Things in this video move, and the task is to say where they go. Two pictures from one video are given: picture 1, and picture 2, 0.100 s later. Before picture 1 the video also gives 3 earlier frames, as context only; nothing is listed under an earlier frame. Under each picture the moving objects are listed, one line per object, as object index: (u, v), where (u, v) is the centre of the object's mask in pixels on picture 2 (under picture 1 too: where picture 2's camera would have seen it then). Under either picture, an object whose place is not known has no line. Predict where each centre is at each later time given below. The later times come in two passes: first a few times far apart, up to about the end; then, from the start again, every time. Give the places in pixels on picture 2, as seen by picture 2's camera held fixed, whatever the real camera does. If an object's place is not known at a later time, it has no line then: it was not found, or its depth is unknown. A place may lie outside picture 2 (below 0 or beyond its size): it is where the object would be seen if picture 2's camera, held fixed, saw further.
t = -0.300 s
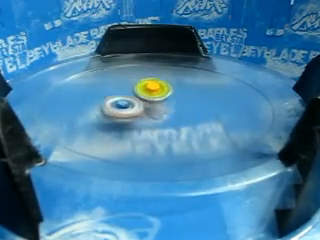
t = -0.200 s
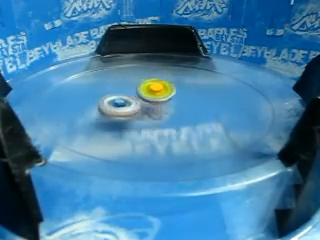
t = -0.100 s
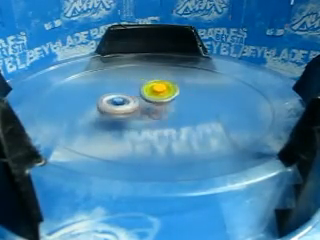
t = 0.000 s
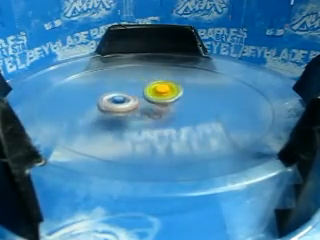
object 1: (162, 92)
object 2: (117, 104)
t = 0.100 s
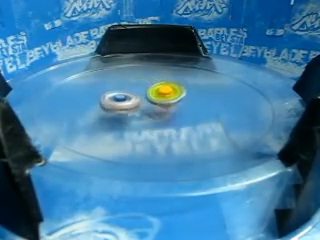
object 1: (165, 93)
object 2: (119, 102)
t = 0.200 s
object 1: (167, 95)
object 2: (122, 100)
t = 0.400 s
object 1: (172, 98)
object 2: (129, 97)
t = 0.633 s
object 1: (174, 100)
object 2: (135, 93)
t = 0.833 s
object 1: (171, 104)
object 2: (141, 90)
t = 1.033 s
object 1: (164, 106)
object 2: (146, 89)
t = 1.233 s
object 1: (155, 109)
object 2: (152, 90)
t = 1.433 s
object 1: (146, 110)
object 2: (160, 93)
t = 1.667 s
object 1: (134, 110)
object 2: (166, 98)
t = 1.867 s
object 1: (129, 108)
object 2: (169, 100)
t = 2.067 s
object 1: (126, 104)
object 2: (169, 102)
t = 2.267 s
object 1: (121, 98)
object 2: (169, 104)
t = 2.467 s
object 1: (122, 95)
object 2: (166, 106)
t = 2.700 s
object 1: (127, 91)
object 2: (160, 108)
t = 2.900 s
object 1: (133, 88)
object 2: (154, 109)
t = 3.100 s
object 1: (142, 86)
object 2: (147, 110)
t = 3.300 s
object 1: (152, 87)
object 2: (141, 110)
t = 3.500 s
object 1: (160, 89)
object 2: (138, 109)
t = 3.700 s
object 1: (174, 89)
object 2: (127, 108)
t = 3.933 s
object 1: (176, 93)
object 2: (123, 107)
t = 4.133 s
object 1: (175, 99)
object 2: (124, 105)
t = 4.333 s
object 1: (175, 104)
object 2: (125, 101)
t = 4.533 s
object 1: (174, 108)
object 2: (125, 96)
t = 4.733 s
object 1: (163, 109)
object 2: (127, 93)
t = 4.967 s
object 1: (147, 110)
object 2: (134, 90)
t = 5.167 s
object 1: (135, 108)
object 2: (144, 90)
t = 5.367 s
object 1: (128, 104)
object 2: (154, 92)
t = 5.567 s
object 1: (125, 99)
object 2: (163, 95)
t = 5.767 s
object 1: (128, 94)
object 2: (168, 98)
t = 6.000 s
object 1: (135, 90)
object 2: (170, 102)
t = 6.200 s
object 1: (143, 88)
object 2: (169, 106)
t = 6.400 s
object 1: (153, 87)
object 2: (163, 109)
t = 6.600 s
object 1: (162, 88)
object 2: (155, 111)
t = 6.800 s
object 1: (170, 92)
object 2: (147, 112)
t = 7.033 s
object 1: (176, 96)
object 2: (132, 112)
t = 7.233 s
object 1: (174, 100)
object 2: (124, 110)
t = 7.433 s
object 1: (168, 105)
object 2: (121, 107)
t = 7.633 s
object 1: (164, 108)
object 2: (114, 102)
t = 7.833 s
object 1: (152, 109)
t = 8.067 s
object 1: (142, 110)
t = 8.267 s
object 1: (135, 107)
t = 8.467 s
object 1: (132, 101)
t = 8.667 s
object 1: (123, 104)
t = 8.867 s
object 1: (131, 102)
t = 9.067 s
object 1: (142, 99)
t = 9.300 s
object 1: (138, 99)
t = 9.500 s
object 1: (141, 99)
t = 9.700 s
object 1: (144, 99)
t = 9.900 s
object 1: (142, 98)
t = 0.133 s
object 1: (166, 94)
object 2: (120, 101)
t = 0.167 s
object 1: (167, 94)
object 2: (121, 101)
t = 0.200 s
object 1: (167, 95)
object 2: (122, 100)
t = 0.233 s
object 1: (168, 95)
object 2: (123, 100)
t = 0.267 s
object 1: (169, 96)
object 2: (125, 100)
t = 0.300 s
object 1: (169, 96)
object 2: (126, 99)
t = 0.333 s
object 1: (170, 97)
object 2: (127, 99)
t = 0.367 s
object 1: (171, 97)
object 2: (128, 97)
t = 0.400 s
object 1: (172, 98)
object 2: (129, 97)
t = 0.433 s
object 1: (174, 98)
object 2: (130, 97)
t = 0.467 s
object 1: (174, 99)
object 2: (130, 96)
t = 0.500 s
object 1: (175, 99)
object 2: (131, 95)
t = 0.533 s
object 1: (175, 99)
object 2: (132, 95)
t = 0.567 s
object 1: (175, 99)
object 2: (133, 94)
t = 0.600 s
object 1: (175, 100)
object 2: (134, 94)
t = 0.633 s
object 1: (174, 100)
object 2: (135, 93)
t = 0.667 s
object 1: (174, 101)
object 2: (137, 92)
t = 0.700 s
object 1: (173, 101)
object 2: (138, 92)
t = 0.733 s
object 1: (173, 102)
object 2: (138, 92)
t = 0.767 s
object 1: (172, 102)
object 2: (139, 91)
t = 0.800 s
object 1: (172, 103)
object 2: (141, 91)
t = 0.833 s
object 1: (171, 104)
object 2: (141, 90)
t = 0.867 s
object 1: (170, 104)
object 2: (142, 90)
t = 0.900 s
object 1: (169, 105)
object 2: (143, 90)
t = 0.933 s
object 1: (168, 105)
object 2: (143, 90)
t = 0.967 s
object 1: (167, 106)
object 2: (144, 89)
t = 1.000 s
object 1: (166, 106)
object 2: (145, 90)
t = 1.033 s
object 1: (164, 106)
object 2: (146, 89)
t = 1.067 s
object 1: (163, 107)
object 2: (147, 89)
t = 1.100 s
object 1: (162, 107)
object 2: (148, 89)
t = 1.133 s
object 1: (160, 107)
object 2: (149, 89)
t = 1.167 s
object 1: (158, 108)
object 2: (150, 90)
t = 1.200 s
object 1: (157, 109)
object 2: (151, 90)
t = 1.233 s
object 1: (155, 109)
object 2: (152, 90)
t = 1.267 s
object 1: (153, 109)
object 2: (153, 90)
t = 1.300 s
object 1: (152, 110)
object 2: (155, 91)
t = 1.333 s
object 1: (150, 110)
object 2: (156, 91)
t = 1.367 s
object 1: (149, 110)
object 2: (157, 92)
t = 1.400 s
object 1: (148, 110)
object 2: (158, 92)
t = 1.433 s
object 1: (146, 110)
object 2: (160, 93)
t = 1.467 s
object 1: (145, 110)
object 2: (161, 94)
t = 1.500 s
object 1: (144, 110)
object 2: (162, 94)
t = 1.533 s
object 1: (141, 110)
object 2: (163, 95)
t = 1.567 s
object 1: (139, 110)
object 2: (164, 96)
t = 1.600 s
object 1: (138, 110)
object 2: (165, 96)
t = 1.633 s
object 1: (136, 110)
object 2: (166, 97)
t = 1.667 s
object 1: (134, 110)
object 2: (166, 98)
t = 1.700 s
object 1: (134, 109)
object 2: (167, 98)
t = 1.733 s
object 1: (133, 109)
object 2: (167, 98)
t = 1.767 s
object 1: (132, 109)
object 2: (168, 99)
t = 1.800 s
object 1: (131, 108)
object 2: (169, 99)
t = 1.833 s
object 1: (130, 108)
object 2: (169, 99)
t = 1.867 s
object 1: (129, 108)
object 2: (169, 100)
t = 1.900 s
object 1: (128, 107)
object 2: (169, 100)
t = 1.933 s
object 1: (128, 106)
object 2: (169, 100)
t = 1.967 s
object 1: (127, 106)
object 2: (169, 101)
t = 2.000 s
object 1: (127, 105)
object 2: (169, 101)
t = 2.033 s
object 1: (126, 104)
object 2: (169, 101)
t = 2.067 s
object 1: (126, 104)
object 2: (169, 102)
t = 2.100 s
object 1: (126, 103)
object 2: (168, 103)
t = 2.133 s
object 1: (125, 102)
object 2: (168, 103)
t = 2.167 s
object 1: (124, 101)
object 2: (169, 103)
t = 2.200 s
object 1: (122, 100)
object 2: (169, 103)
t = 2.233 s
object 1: (122, 99)
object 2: (169, 104)
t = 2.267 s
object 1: (121, 98)
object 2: (169, 104)
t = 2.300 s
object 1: (121, 98)
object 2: (169, 104)
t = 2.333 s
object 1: (121, 97)
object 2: (168, 105)
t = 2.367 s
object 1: (121, 97)
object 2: (168, 105)
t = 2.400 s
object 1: (122, 96)
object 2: (167, 105)
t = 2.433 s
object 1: (122, 95)
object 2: (167, 105)
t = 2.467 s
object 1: (122, 95)
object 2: (166, 106)
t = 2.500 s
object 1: (123, 94)
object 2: (165, 106)
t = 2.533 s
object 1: (124, 94)
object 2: (164, 106)
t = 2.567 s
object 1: (124, 93)
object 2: (164, 107)
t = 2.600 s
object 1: (126, 93)
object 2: (162, 107)
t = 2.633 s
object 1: (126, 92)
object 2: (161, 107)
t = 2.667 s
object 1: (127, 92)
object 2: (161, 108)
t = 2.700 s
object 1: (127, 91)
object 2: (160, 108)
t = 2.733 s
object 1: (128, 90)
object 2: (159, 108)
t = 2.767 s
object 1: (129, 90)
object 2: (158, 108)
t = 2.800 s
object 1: (130, 89)
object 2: (157, 109)
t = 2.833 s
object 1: (131, 89)
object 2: (156, 109)
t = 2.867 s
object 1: (132, 89)
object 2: (155, 109)
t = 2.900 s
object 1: (133, 88)
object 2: (154, 109)
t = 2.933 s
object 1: (134, 88)
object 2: (153, 109)
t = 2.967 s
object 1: (136, 88)
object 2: (152, 109)
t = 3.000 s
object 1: (137, 87)
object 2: (150, 109)
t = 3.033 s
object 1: (139, 87)
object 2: (149, 110)
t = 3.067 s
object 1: (140, 86)
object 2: (148, 110)
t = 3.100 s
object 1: (142, 86)
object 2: (147, 110)
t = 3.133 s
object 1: (143, 86)
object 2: (146, 110)
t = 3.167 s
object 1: (145, 86)
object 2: (145, 110)
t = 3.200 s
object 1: (146, 86)
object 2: (144, 110)
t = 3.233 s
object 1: (148, 86)
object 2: (143, 110)
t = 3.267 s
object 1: (150, 87)
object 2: (142, 110)
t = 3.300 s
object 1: (152, 87)
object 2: (141, 110)
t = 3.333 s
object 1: (153, 87)
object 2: (140, 110)
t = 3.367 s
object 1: (154, 87)
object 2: (140, 110)
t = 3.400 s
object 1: (156, 88)
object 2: (140, 110)
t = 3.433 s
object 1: (157, 88)
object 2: (139, 109)
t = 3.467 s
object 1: (159, 89)
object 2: (138, 109)
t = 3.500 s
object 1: (160, 89)
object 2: (138, 109)
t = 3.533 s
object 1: (162, 89)
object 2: (137, 108)
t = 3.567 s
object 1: (166, 88)
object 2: (134, 109)
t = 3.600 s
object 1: (170, 88)
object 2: (131, 109)
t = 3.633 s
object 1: (172, 88)
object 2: (130, 108)
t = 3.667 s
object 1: (173, 89)
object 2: (128, 108)
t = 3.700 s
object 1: (174, 89)
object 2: (127, 108)
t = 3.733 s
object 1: (175, 89)
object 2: (126, 108)
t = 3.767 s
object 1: (175, 90)
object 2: (125, 107)
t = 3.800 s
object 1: (176, 91)
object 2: (124, 107)
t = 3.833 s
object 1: (176, 91)
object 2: (124, 107)
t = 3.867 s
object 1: (176, 91)
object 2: (123, 107)
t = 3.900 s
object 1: (176, 92)
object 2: (123, 107)
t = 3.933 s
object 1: (176, 93)
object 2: (123, 107)
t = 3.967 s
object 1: (176, 94)
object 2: (123, 106)
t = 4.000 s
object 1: (176, 95)
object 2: (123, 106)
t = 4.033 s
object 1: (176, 96)
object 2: (123, 106)
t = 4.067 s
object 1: (176, 97)
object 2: (123, 106)
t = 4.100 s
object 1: (175, 97)
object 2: (124, 105)
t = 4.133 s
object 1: (175, 99)
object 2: (124, 105)
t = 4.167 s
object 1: (174, 99)
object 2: (125, 105)
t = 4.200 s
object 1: (174, 100)
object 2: (126, 104)
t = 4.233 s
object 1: (173, 101)
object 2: (127, 104)
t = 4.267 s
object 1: (173, 102)
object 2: (128, 103)
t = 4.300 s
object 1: (173, 103)
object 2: (128, 103)
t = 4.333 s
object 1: (175, 104)
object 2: (125, 101)
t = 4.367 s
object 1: (176, 105)
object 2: (124, 100)
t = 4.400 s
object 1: (176, 106)
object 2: (124, 99)
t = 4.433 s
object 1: (176, 107)
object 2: (124, 98)
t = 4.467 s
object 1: (175, 108)
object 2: (124, 97)
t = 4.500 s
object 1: (175, 108)
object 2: (125, 97)
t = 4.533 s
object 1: (174, 108)
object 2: (125, 96)
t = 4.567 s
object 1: (172, 109)
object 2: (125, 95)
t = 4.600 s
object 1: (171, 109)
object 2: (125, 95)
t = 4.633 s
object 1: (169, 109)
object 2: (126, 94)
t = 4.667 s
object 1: (167, 109)
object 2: (126, 93)
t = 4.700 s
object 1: (166, 110)
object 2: (127, 93)
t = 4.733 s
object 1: (163, 109)
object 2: (127, 93)
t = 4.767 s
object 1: (161, 110)
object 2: (129, 92)
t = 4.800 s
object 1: (159, 110)
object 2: (129, 92)
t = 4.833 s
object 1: (156, 110)
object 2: (130, 92)
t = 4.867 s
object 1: (154, 110)
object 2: (131, 91)
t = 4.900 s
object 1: (151, 110)
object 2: (132, 91)
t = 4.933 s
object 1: (149, 110)
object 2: (133, 91)
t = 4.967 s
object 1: (147, 110)
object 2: (134, 90)
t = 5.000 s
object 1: (145, 110)
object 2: (136, 90)
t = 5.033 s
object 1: (142, 109)
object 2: (137, 90)
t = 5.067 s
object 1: (140, 108)
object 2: (139, 90)
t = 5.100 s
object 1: (138, 108)
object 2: (141, 90)
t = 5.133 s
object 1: (136, 108)
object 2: (142, 90)
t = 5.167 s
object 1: (135, 108)
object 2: (144, 90)
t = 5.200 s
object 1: (132, 107)
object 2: (146, 90)
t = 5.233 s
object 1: (131, 107)
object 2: (147, 90)
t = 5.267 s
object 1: (131, 106)
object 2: (150, 91)
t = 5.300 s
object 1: (129, 105)
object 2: (151, 91)
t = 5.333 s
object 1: (128, 104)
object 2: (153, 91)
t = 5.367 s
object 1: (128, 104)
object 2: (154, 92)
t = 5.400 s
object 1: (127, 103)
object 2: (156, 93)
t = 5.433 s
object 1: (126, 103)
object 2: (157, 93)
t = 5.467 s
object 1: (126, 102)
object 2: (158, 94)
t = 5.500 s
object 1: (125, 100)
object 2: (160, 94)
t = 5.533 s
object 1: (125, 100)
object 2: (161, 95)
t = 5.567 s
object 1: (125, 99)
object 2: (163, 95)
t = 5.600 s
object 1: (125, 98)
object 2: (164, 96)
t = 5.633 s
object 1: (125, 97)
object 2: (165, 96)
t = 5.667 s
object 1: (126, 96)
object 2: (166, 97)
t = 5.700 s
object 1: (127, 95)
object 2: (166, 97)
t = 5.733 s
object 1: (127, 94)
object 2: (167, 98)
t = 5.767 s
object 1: (128, 94)
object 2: (168, 98)
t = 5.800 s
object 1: (129, 93)
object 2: (169, 99)
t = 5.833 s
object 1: (130, 93)
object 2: (169, 99)
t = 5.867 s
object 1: (131, 92)
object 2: (169, 100)
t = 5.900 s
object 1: (132, 92)
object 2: (170, 100)
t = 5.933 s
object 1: (133, 91)
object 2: (170, 101)
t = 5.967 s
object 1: (134, 90)
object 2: (170, 102)
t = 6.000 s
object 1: (135, 90)
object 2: (170, 102)
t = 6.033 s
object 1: (136, 89)
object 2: (170, 103)
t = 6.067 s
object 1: (138, 89)
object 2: (170, 104)
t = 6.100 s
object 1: (139, 88)
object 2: (170, 104)
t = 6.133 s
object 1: (141, 88)
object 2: (169, 105)
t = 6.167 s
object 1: (142, 88)
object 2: (169, 105)
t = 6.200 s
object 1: (143, 88)
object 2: (169, 106)
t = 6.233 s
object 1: (145, 87)
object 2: (168, 106)
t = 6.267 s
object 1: (146, 87)
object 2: (168, 107)
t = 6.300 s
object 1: (148, 87)
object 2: (167, 107)
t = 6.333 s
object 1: (149, 87)
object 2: (166, 108)
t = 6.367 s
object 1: (151, 87)
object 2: (164, 108)
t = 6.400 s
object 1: (153, 87)
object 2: (163, 109)
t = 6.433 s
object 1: (155, 87)
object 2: (163, 109)
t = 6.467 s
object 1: (156, 87)
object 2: (161, 110)
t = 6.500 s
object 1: (158, 87)
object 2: (159, 110)
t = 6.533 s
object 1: (159, 88)
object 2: (157, 111)
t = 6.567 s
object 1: (161, 88)
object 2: (157, 111)
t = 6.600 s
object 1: (162, 88)
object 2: (155, 111)
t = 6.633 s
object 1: (163, 89)
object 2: (153, 112)
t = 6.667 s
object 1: (165, 89)
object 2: (152, 112)
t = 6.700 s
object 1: (166, 90)
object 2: (150, 112)
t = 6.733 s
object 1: (167, 90)
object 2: (150, 112)
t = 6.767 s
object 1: (168, 91)
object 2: (148, 112)
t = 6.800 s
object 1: (170, 92)
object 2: (147, 112)
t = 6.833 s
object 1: (171, 93)
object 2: (146, 112)
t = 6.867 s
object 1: (172, 93)
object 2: (143, 113)
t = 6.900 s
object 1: (174, 93)
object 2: (141, 113)
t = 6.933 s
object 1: (175, 94)
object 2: (139, 112)
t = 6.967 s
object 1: (176, 94)
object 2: (137, 112)
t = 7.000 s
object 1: (176, 95)
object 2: (134, 112)
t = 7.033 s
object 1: (176, 96)
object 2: (132, 112)
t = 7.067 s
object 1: (176, 96)
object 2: (130, 111)
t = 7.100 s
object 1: (176, 97)
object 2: (129, 111)
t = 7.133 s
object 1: (176, 98)
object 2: (127, 110)
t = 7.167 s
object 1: (176, 99)
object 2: (126, 110)
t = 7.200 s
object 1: (175, 99)
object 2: (125, 110)
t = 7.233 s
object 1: (174, 100)
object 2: (124, 110)
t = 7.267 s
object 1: (174, 101)
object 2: (123, 109)
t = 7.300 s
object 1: (172, 102)
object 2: (122, 109)
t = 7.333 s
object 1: (172, 103)
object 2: (122, 109)
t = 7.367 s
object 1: (171, 104)
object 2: (121, 108)
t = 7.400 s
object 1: (169, 104)
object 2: (121, 108)
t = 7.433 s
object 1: (168, 105)
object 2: (121, 107)
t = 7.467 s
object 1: (167, 106)
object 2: (120, 107)
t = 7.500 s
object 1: (168, 107)
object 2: (117, 106)
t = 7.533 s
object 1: (168, 107)
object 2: (116, 105)
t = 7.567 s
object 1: (168, 107)
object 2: (115, 104)
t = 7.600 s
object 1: (166, 107)
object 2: (115, 103)
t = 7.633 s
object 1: (164, 108)
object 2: (114, 102)
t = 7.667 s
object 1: (163, 108)
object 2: (114, 101)
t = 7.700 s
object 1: (160, 108)
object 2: (114, 101)
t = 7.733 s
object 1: (159, 109)
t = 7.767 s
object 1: (157, 109)
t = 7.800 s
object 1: (154, 109)
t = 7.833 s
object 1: (152, 109)
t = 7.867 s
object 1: (150, 109)
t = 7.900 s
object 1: (149, 109)
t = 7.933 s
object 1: (147, 109)
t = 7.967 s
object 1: (146, 109)
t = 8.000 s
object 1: (145, 110)
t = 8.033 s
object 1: (144, 110)
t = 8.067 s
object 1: (142, 110)
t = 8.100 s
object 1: (141, 110)
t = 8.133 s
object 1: (140, 109)
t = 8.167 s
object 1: (138, 109)
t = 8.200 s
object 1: (137, 108)
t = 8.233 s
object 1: (136, 107)
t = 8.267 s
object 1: (135, 107)
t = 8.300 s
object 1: (134, 106)
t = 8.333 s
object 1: (133, 105)
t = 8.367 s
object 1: (133, 104)
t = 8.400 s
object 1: (132, 103)
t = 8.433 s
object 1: (132, 102)
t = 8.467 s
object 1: (132, 101)
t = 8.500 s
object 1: (132, 101)
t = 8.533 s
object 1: (129, 102)
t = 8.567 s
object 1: (125, 103)
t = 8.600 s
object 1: (123, 104)
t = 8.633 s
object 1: (123, 104)
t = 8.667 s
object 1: (123, 104)
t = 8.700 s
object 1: (124, 103)
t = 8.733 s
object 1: (124, 103)
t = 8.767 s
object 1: (126, 103)
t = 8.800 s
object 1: (128, 102)
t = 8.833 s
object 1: (129, 102)
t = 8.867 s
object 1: (131, 102)
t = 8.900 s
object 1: (133, 101)
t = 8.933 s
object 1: (135, 101)
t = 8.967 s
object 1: (137, 100)
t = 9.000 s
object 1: (139, 100)
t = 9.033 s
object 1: (140, 99)
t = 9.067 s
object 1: (142, 99)
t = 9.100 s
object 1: (144, 98)
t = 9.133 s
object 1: (146, 97)
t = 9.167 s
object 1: (147, 97)
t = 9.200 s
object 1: (143, 97)
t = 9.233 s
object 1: (140, 99)
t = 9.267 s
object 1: (138, 99)
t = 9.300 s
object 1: (138, 99)
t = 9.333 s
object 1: (138, 99)
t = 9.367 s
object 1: (139, 99)
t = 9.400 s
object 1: (140, 99)
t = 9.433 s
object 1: (141, 99)
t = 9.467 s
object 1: (142, 99)
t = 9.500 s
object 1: (141, 99)
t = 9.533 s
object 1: (142, 99)
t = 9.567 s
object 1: (143, 99)
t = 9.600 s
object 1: (143, 99)
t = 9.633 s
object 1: (144, 99)
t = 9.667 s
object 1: (144, 99)
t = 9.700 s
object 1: (144, 99)
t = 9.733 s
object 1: (142, 98)
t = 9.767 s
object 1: (142, 98)
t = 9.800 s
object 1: (142, 98)
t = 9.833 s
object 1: (142, 98)
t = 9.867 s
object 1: (142, 98)
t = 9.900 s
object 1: (142, 98)
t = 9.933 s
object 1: (142, 98)
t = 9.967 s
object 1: (143, 98)
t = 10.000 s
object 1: (143, 98)
